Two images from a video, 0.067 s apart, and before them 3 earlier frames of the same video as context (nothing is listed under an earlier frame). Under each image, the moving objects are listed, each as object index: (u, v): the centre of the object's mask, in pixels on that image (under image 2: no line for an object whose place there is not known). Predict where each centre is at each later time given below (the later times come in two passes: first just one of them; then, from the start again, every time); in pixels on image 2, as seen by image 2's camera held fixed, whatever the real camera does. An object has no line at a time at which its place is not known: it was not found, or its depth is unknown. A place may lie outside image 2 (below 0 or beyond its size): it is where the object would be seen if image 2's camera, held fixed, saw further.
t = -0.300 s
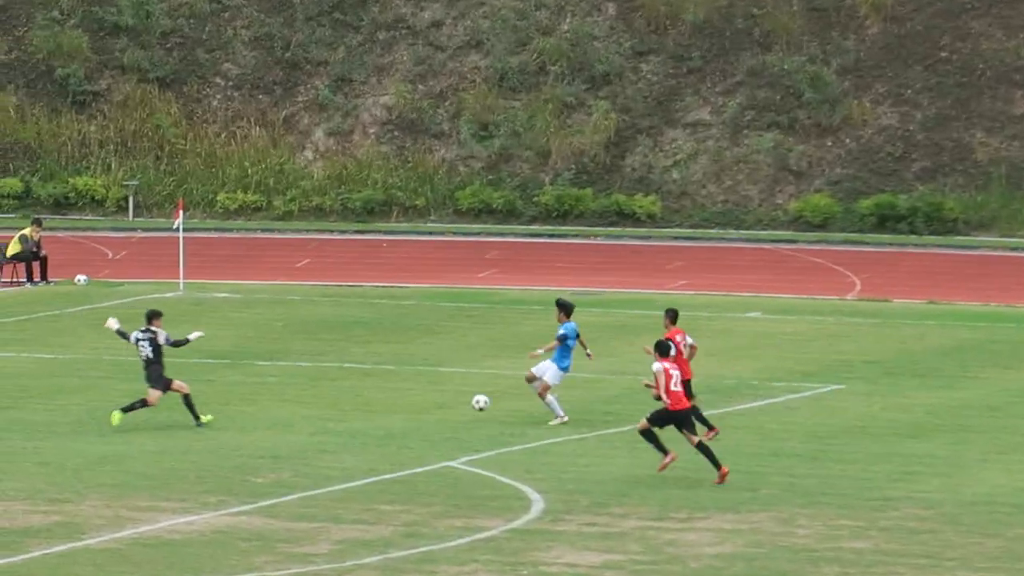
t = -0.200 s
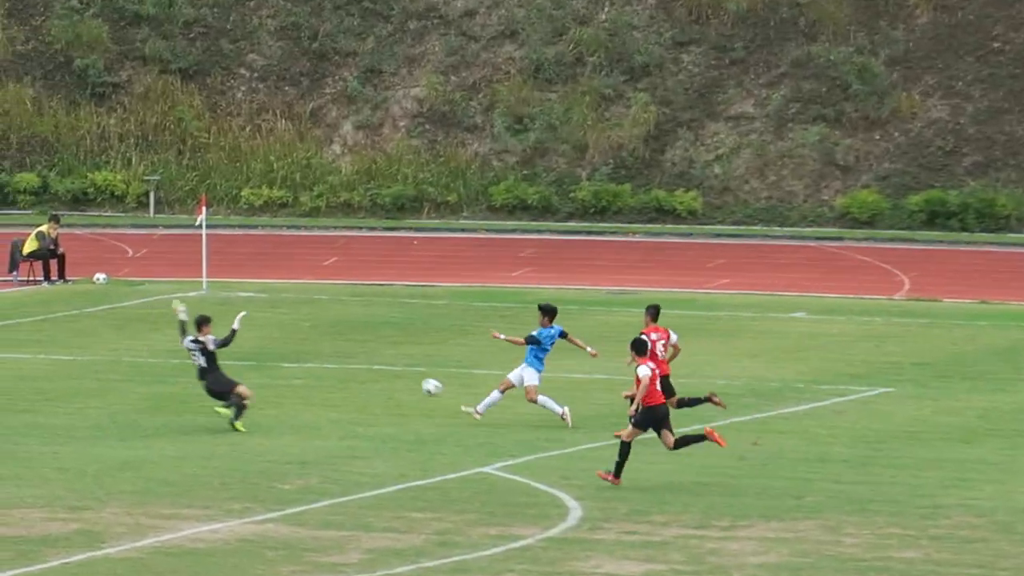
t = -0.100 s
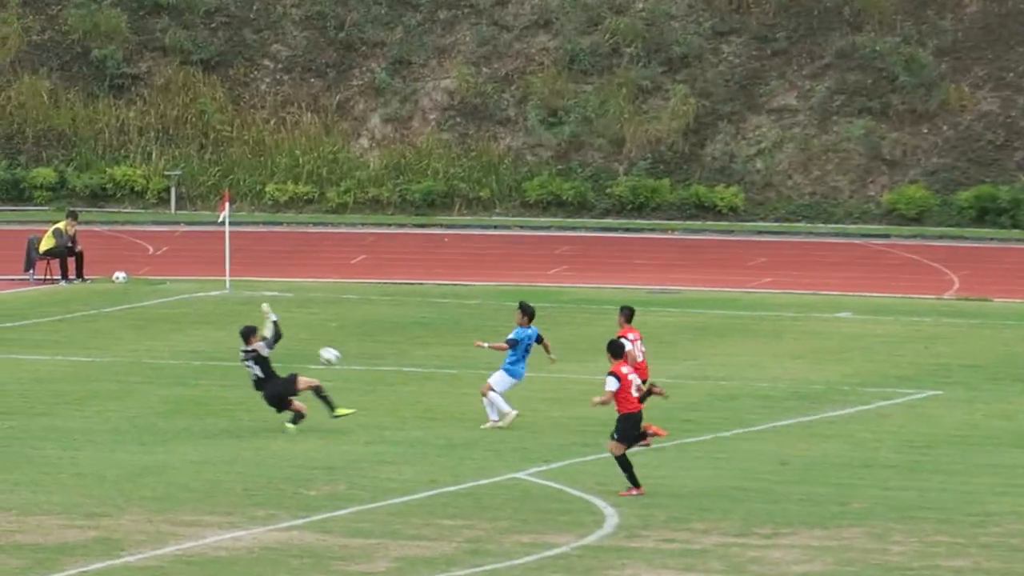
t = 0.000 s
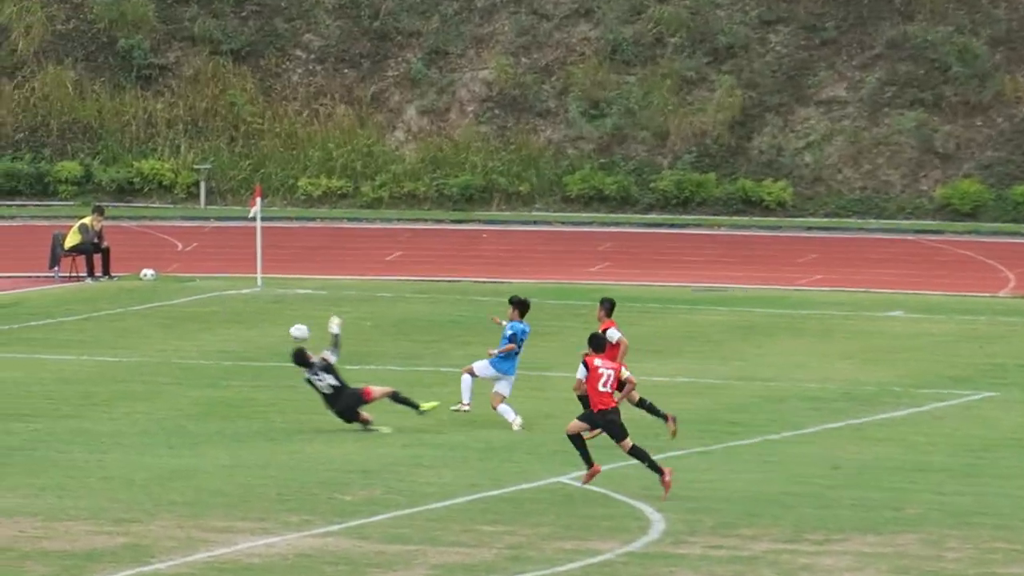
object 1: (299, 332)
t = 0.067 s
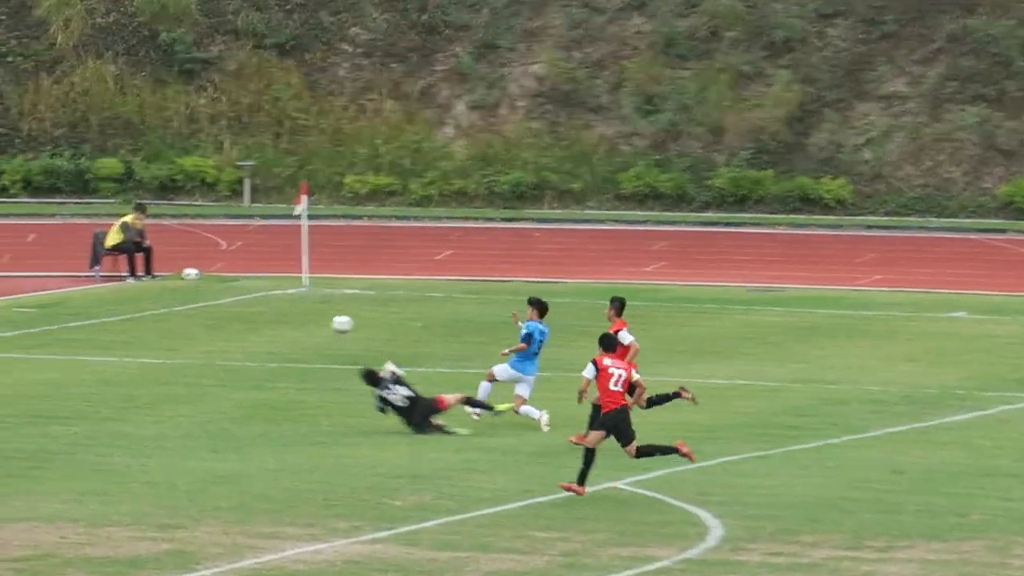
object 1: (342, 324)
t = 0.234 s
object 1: (321, 315)
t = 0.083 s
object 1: (339, 320)
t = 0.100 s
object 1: (336, 319)
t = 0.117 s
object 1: (334, 313)
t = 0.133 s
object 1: (332, 316)
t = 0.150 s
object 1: (331, 316)
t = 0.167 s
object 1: (328, 317)
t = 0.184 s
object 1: (327, 317)
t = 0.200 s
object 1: (325, 317)
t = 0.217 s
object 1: (322, 315)
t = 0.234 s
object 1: (321, 315)
